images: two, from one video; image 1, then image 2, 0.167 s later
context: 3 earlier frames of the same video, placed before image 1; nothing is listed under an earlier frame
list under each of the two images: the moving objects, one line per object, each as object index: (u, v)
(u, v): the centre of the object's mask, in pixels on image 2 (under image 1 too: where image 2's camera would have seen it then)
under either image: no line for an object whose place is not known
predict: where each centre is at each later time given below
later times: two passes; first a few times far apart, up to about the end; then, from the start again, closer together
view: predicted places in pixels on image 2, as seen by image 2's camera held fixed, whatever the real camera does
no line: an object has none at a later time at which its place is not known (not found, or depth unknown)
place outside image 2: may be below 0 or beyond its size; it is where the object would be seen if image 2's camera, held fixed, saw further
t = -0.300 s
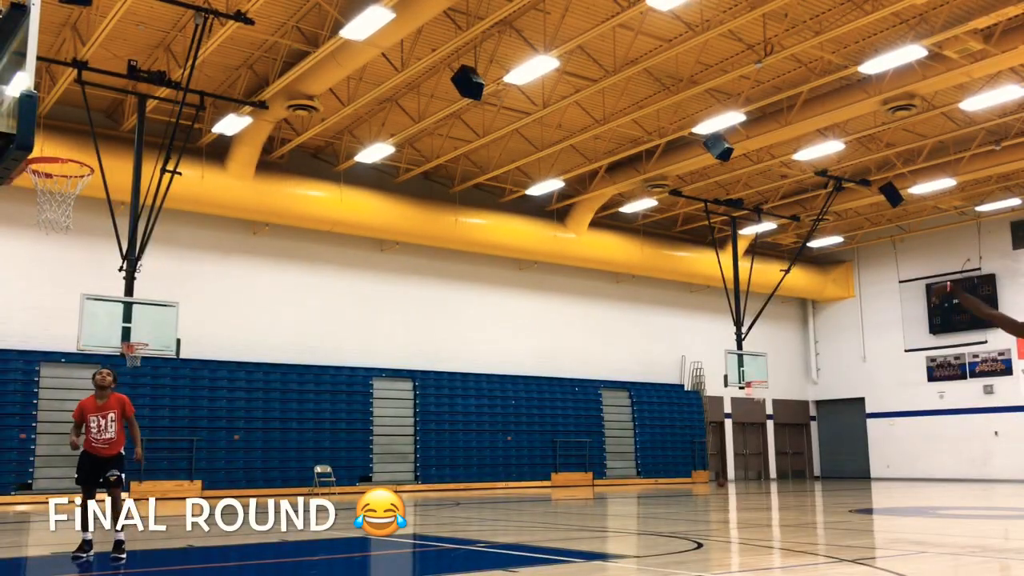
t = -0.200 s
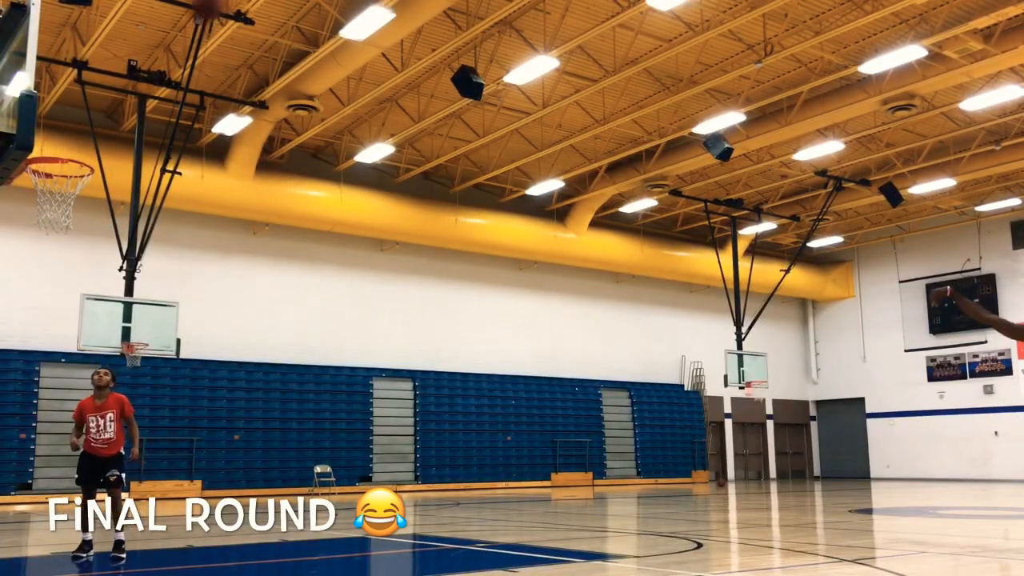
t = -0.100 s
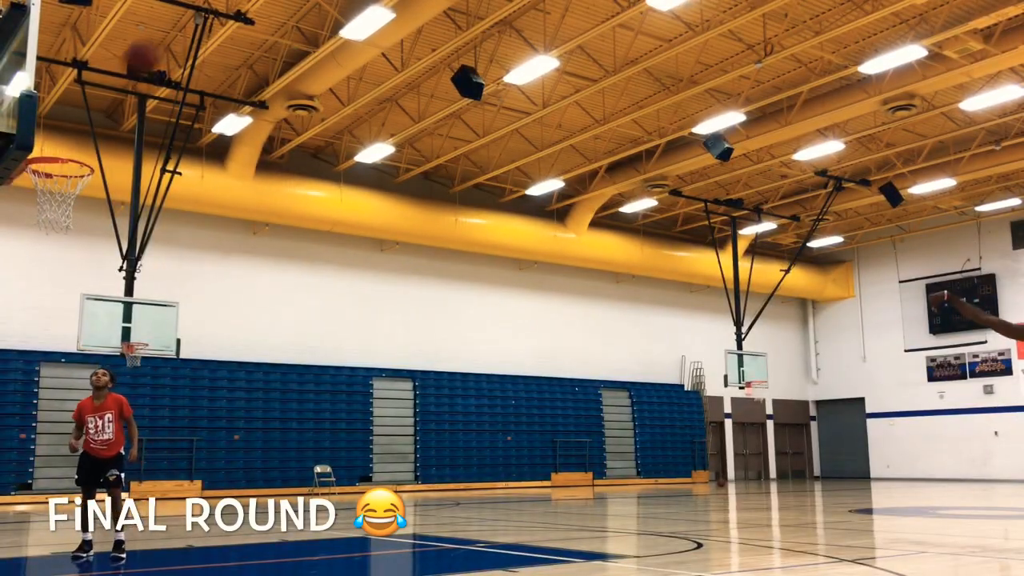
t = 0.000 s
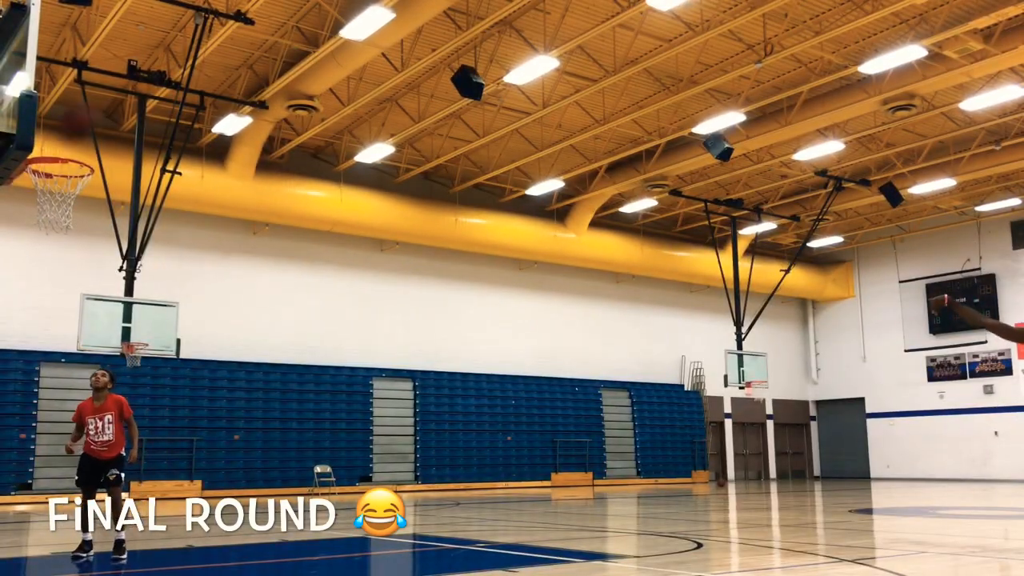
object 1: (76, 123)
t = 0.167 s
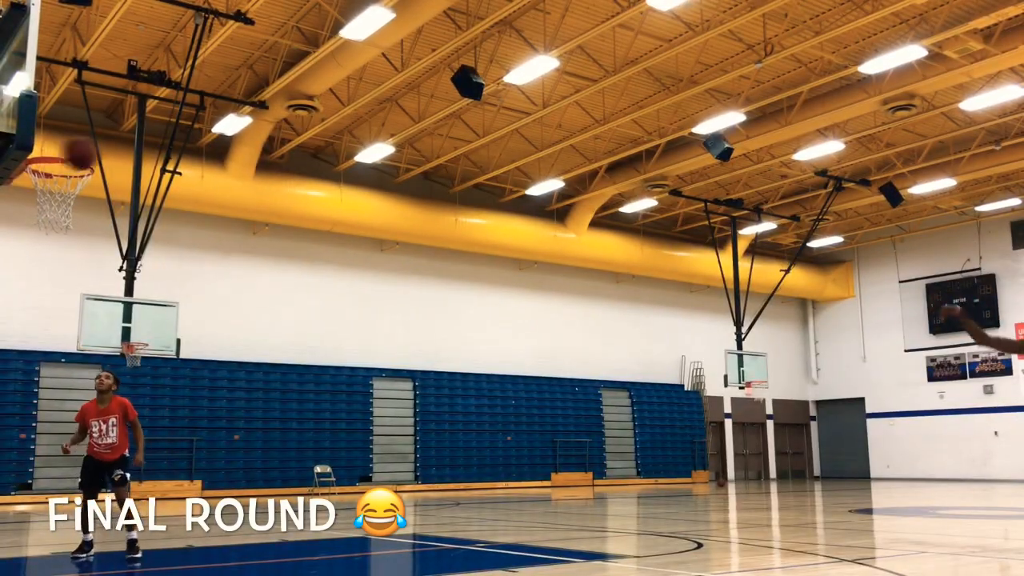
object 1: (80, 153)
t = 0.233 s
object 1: (119, 152)
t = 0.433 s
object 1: (238, 183)
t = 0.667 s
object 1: (372, 284)
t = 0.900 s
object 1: (504, 458)
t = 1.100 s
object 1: (601, 483)
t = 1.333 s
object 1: (690, 360)
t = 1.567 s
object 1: (778, 319)
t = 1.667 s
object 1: (817, 322)
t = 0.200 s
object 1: (100, 151)
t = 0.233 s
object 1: (119, 152)
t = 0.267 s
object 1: (140, 153)
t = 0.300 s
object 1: (160, 156)
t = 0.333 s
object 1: (180, 160)
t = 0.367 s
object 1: (199, 166)
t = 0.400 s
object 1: (217, 174)
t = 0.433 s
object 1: (238, 183)
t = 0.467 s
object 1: (257, 193)
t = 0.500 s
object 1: (277, 205)
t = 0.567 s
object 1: (315, 232)
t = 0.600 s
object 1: (334, 248)
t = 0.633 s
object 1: (352, 265)
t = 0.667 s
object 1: (372, 284)
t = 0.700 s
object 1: (391, 305)
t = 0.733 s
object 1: (409, 325)
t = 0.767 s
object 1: (428, 349)
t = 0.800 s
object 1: (448, 376)
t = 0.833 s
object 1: (467, 402)
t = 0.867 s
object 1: (486, 430)
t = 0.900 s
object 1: (504, 458)
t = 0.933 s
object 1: (524, 494)
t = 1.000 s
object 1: (562, 558)
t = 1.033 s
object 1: (575, 530)
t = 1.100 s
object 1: (601, 483)
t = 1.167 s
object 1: (628, 440)
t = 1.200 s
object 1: (640, 417)
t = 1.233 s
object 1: (652, 403)
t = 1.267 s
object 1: (665, 387)
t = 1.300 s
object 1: (678, 373)
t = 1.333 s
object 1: (690, 360)
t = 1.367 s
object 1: (702, 350)
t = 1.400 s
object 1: (715, 341)
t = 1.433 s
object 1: (727, 334)
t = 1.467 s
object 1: (741, 328)
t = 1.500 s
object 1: (754, 323)
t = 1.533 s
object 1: (766, 320)
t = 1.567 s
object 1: (778, 319)
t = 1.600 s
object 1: (792, 318)
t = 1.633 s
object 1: (804, 319)
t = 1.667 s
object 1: (817, 322)
